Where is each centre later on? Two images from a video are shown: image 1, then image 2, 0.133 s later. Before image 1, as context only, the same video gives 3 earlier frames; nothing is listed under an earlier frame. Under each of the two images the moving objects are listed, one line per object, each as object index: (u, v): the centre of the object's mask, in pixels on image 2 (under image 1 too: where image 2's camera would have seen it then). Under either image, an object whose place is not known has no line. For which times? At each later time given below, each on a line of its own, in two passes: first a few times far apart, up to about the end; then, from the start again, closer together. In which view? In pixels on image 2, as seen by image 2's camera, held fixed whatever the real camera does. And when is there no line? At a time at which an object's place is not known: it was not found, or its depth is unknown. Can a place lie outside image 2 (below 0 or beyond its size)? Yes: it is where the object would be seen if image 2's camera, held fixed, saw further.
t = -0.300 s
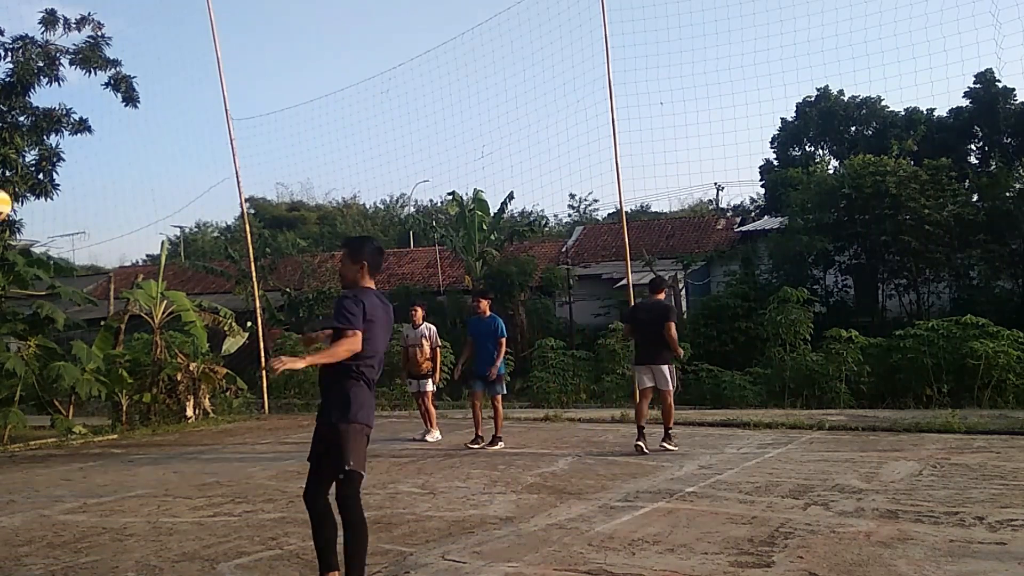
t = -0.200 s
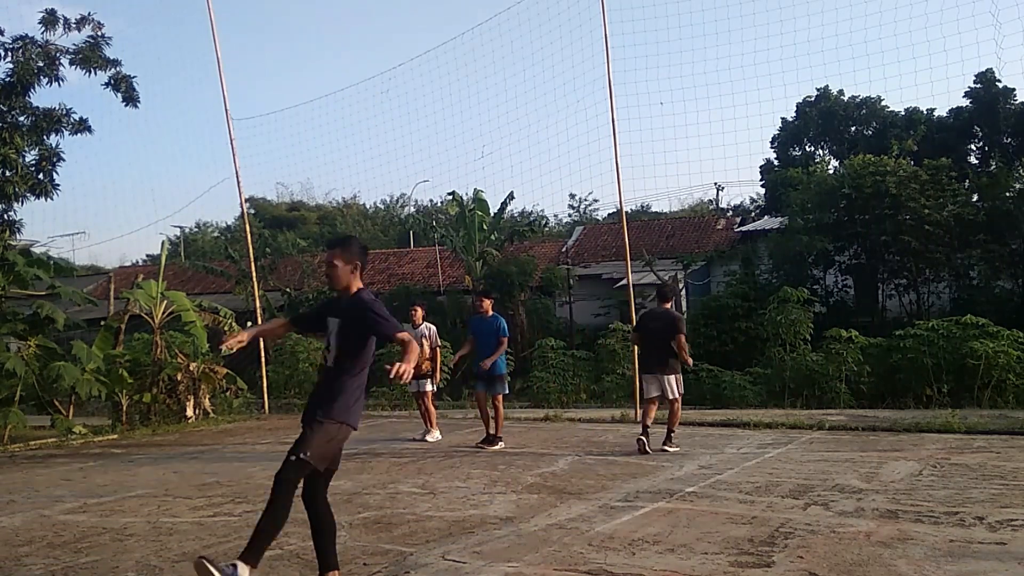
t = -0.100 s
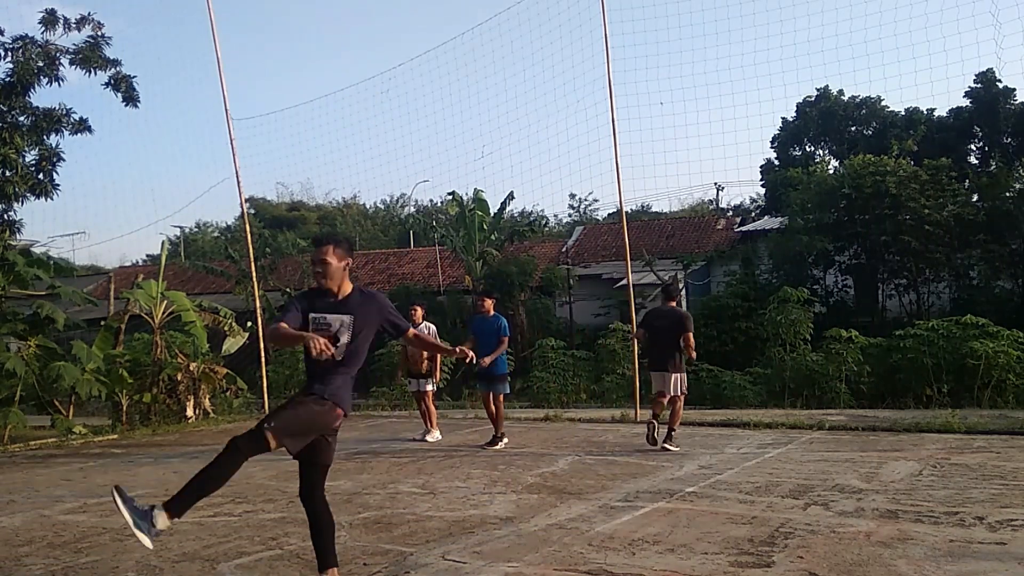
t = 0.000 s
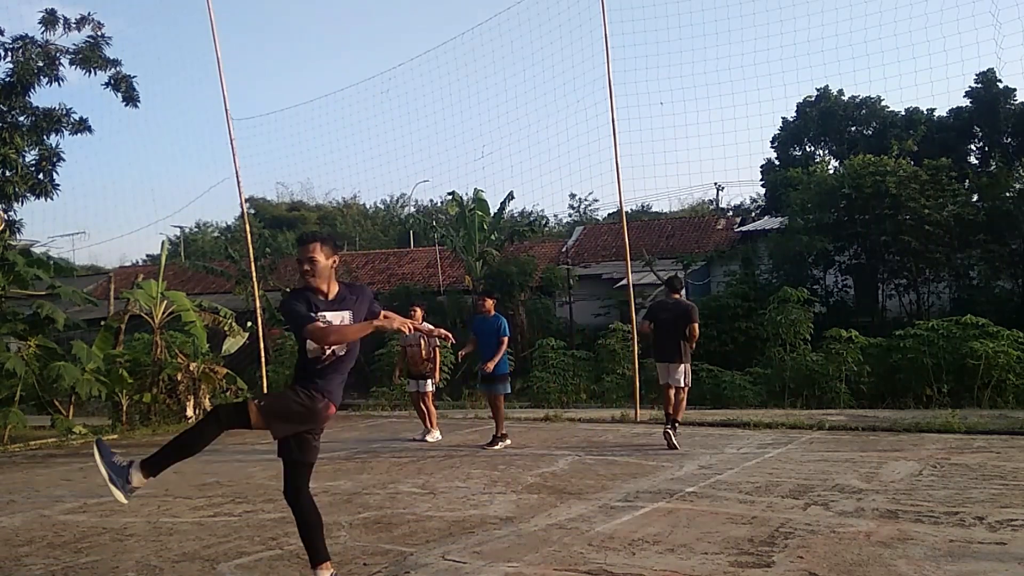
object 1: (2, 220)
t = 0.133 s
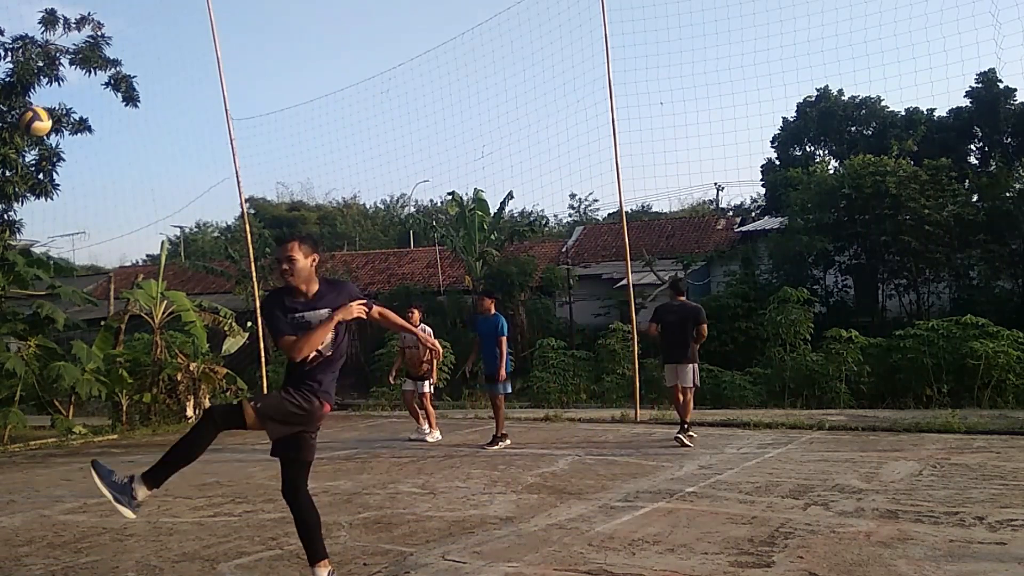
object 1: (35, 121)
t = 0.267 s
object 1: (78, 57)
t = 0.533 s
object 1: (149, 11)
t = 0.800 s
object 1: (207, 49)
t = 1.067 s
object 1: (257, 152)
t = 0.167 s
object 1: (46, 102)
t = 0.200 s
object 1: (57, 85)
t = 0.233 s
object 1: (68, 70)
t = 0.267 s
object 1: (78, 57)
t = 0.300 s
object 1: (88, 45)
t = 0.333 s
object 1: (97, 36)
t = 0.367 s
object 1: (106, 28)
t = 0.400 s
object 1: (115, 21)
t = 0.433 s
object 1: (124, 16)
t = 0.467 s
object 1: (133, 13)
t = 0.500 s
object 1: (141, 11)
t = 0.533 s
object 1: (149, 11)
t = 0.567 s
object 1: (157, 11)
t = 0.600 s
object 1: (164, 13)
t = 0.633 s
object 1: (172, 16)
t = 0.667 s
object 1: (179, 20)
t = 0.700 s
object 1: (186, 26)
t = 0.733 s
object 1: (193, 32)
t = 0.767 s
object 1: (200, 40)
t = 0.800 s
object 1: (207, 49)
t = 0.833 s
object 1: (214, 59)
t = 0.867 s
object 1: (220, 69)
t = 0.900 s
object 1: (227, 81)
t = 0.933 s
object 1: (233, 93)
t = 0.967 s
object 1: (239, 107)
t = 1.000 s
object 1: (245, 121)
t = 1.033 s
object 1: (252, 136)
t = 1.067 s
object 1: (257, 152)
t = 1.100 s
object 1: (263, 169)
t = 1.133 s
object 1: (269, 186)
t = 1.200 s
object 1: (281, 222)
